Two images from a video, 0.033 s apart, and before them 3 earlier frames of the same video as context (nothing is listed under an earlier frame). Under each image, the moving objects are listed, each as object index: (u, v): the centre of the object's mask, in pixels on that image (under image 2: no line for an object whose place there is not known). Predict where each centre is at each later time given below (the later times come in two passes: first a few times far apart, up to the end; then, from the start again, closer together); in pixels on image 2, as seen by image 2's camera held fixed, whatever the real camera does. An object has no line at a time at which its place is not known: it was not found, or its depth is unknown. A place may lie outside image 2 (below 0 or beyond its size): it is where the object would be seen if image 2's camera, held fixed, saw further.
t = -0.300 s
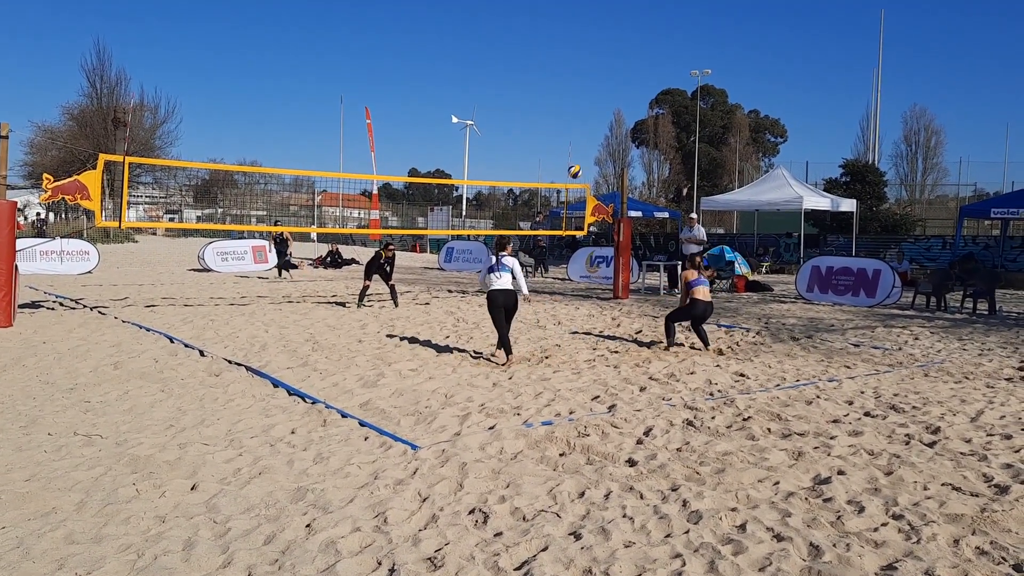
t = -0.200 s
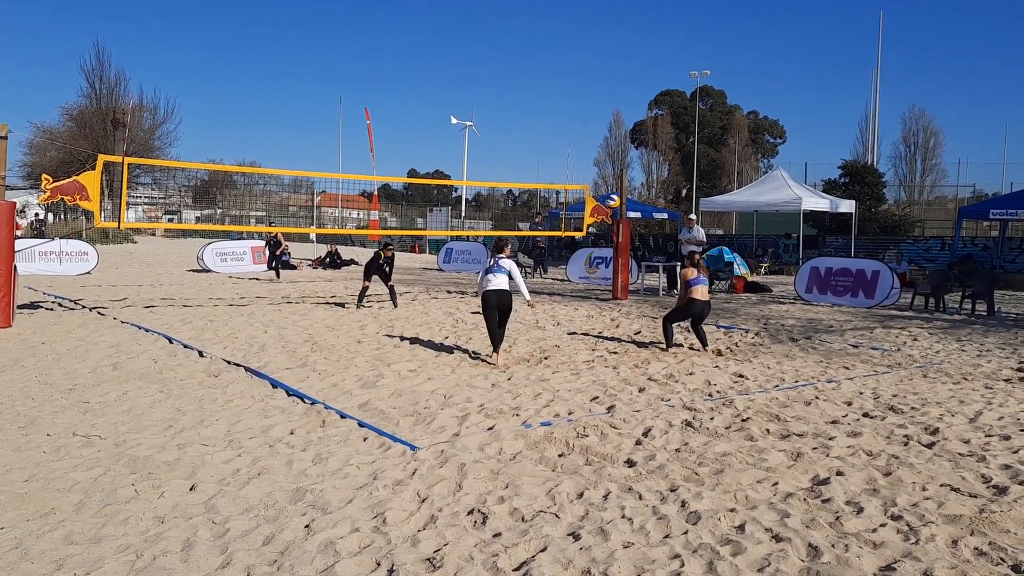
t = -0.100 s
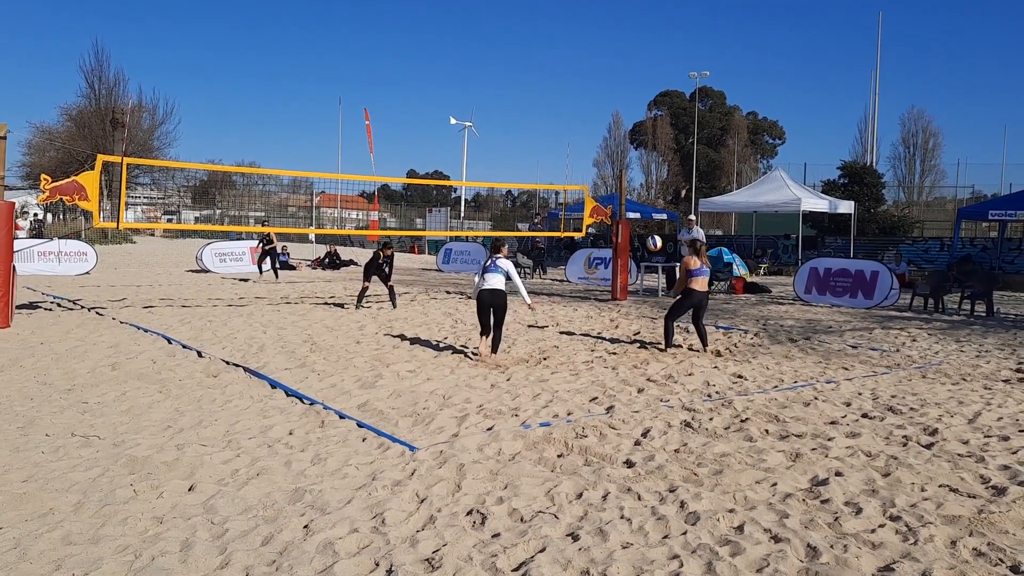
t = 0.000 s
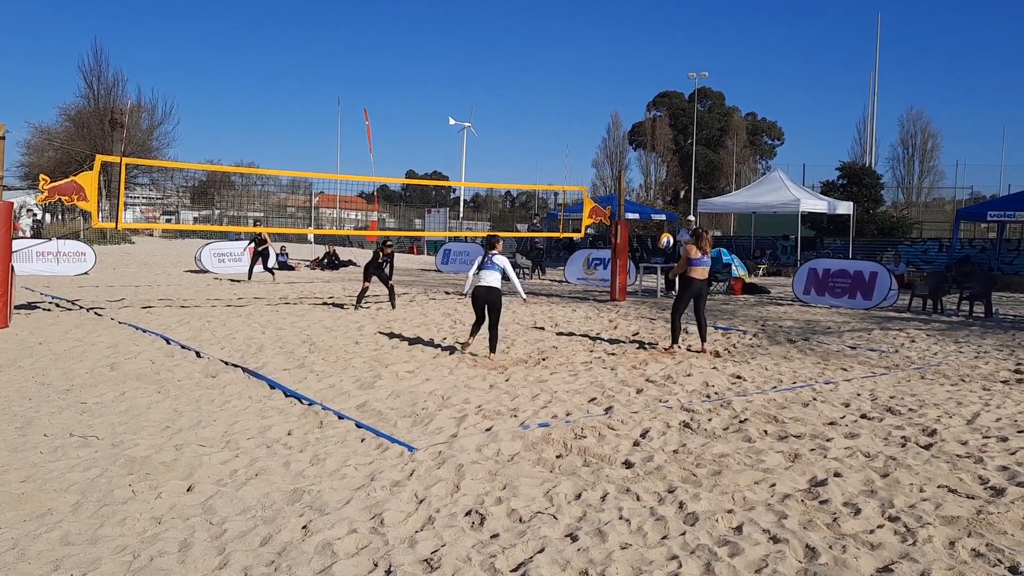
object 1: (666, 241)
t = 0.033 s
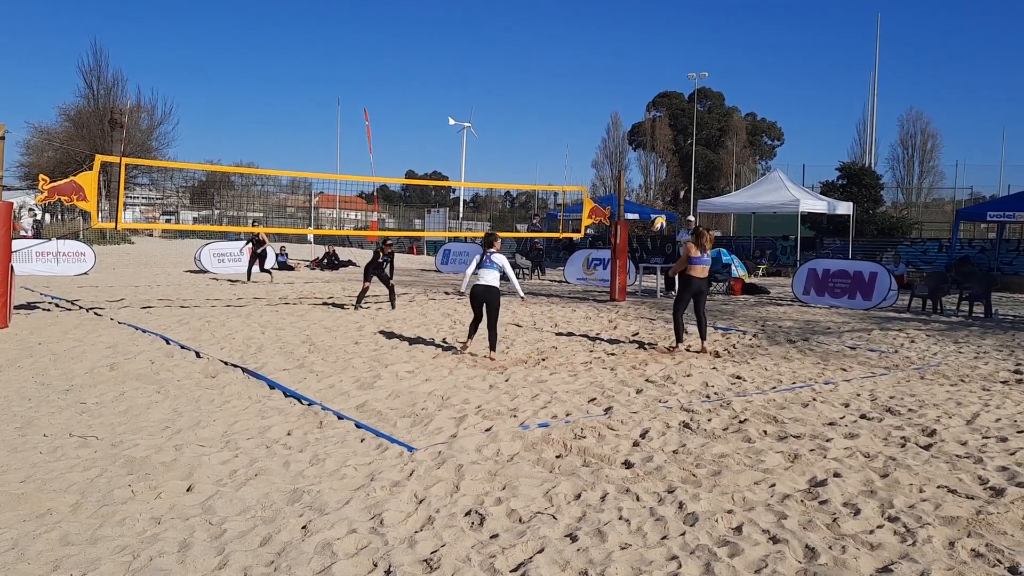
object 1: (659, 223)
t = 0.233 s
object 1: (614, 138)
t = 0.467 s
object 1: (564, 81)
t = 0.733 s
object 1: (514, 65)
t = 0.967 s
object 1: (472, 89)
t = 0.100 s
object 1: (643, 190)
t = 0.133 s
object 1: (635, 175)
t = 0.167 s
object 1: (628, 163)
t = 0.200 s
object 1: (621, 151)
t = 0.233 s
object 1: (614, 138)
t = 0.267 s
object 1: (606, 127)
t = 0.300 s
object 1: (599, 118)
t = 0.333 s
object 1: (592, 109)
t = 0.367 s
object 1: (585, 100)
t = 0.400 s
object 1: (578, 93)
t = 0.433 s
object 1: (571, 87)
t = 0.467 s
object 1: (564, 81)
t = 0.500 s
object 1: (558, 76)
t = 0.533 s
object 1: (552, 71)
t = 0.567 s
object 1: (546, 67)
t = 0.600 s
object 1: (539, 65)
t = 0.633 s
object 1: (532, 64)
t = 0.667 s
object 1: (526, 64)
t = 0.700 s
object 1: (520, 64)
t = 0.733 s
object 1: (514, 65)
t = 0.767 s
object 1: (507, 66)
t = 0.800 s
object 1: (502, 68)
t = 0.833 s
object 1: (496, 70)
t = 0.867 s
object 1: (490, 74)
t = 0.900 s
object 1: (484, 78)
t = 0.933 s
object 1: (479, 84)
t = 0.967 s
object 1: (472, 89)
